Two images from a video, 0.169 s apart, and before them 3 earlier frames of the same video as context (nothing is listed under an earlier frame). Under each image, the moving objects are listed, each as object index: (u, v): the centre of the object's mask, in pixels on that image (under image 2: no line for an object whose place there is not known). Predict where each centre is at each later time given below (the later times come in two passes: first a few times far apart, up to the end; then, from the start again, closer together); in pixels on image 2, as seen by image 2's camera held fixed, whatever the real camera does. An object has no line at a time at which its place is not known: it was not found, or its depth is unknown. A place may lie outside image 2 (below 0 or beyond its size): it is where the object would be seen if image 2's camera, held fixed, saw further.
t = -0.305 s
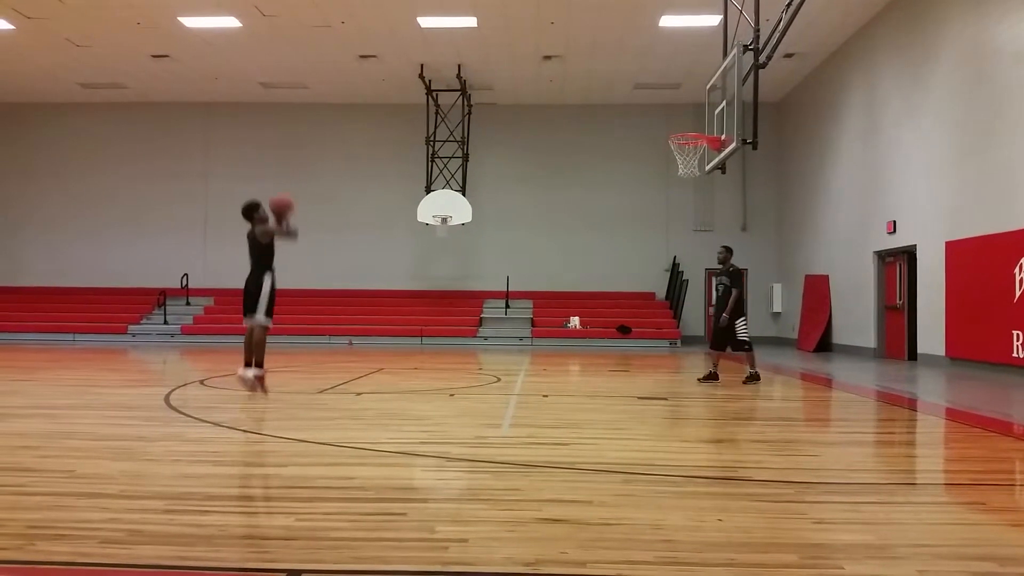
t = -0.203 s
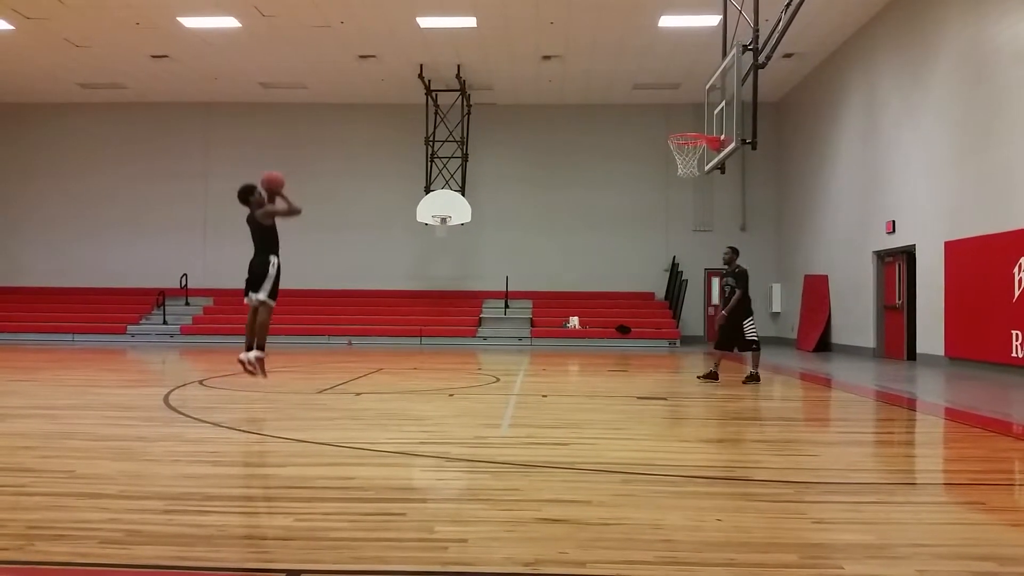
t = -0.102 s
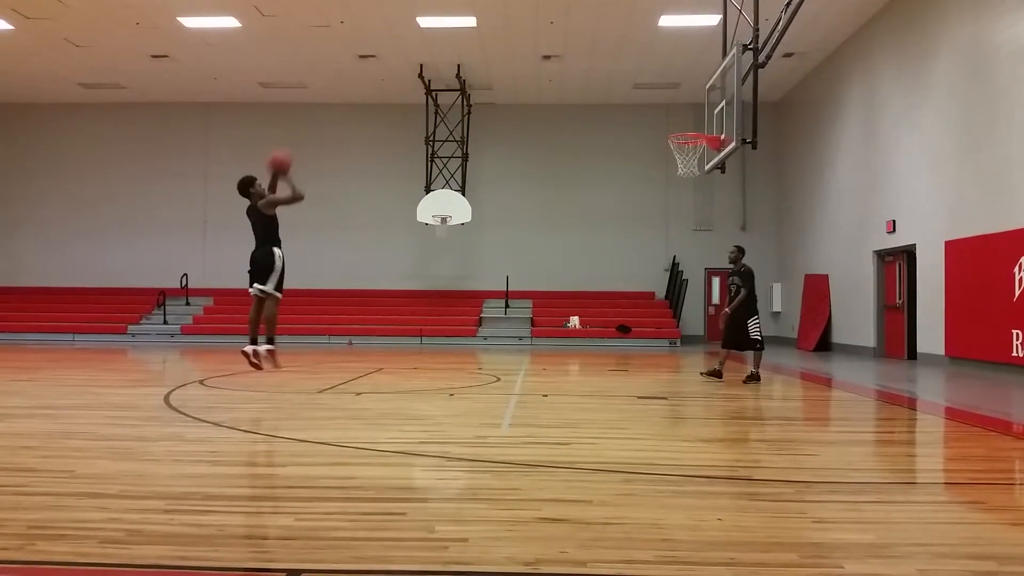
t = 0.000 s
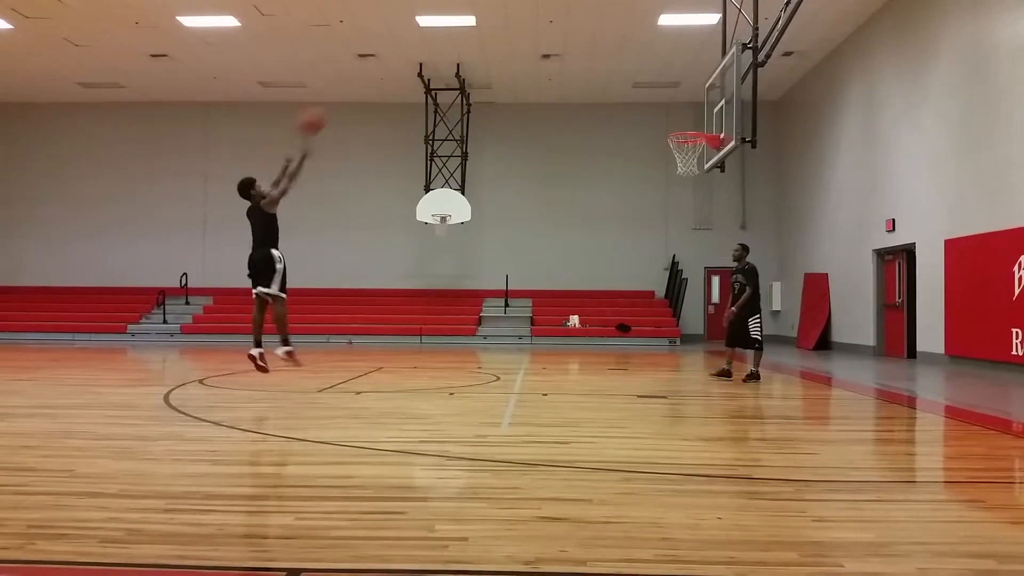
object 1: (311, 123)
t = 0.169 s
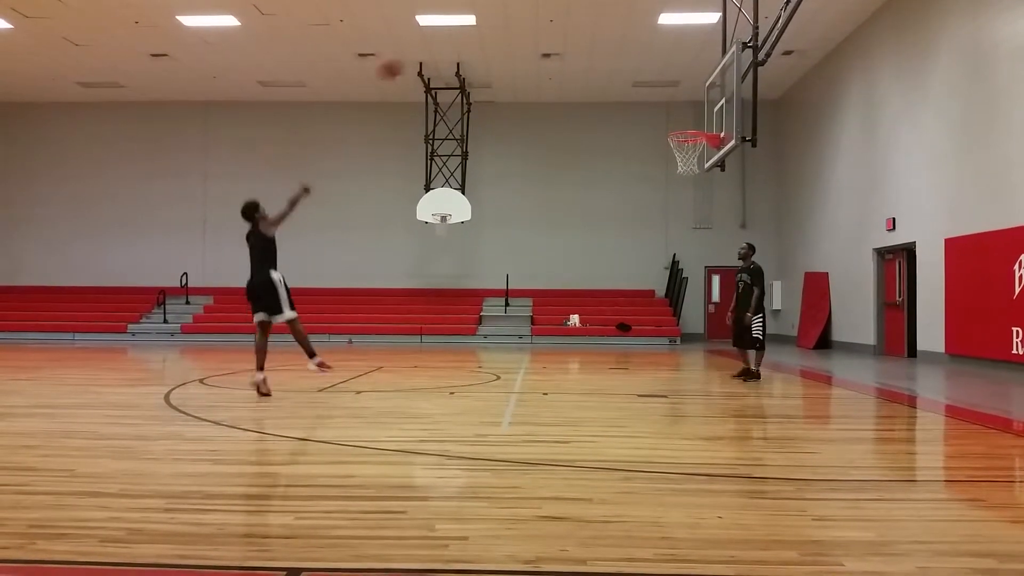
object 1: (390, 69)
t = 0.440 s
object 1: (505, 36)
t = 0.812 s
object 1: (641, 89)
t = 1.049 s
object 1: (691, 125)
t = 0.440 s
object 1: (505, 36)
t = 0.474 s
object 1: (518, 36)
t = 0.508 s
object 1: (531, 37)
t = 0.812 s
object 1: (641, 89)
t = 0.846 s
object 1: (654, 96)
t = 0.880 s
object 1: (665, 106)
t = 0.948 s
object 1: (685, 124)
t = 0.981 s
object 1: (692, 125)
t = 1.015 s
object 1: (695, 126)
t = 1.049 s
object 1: (691, 125)
